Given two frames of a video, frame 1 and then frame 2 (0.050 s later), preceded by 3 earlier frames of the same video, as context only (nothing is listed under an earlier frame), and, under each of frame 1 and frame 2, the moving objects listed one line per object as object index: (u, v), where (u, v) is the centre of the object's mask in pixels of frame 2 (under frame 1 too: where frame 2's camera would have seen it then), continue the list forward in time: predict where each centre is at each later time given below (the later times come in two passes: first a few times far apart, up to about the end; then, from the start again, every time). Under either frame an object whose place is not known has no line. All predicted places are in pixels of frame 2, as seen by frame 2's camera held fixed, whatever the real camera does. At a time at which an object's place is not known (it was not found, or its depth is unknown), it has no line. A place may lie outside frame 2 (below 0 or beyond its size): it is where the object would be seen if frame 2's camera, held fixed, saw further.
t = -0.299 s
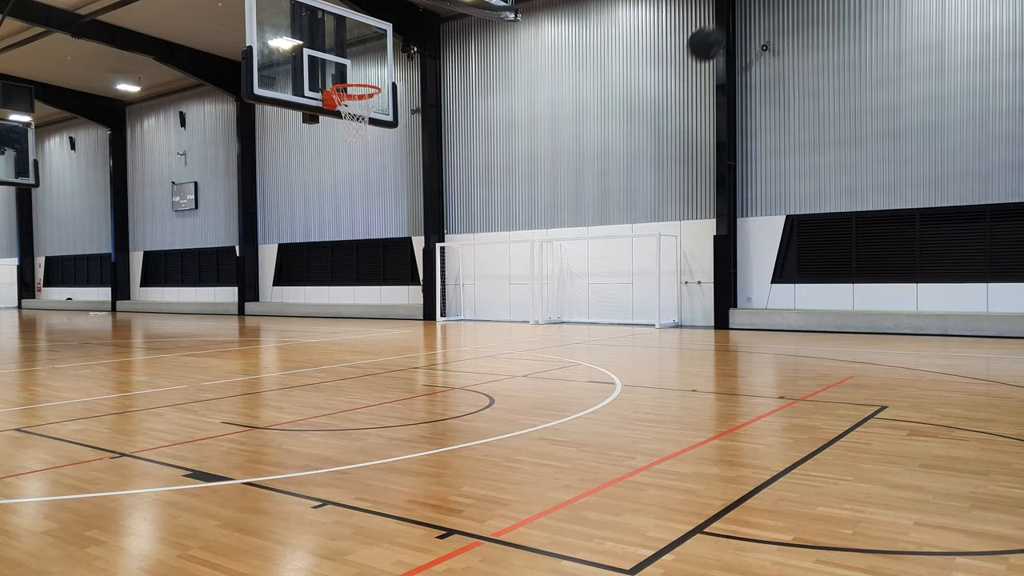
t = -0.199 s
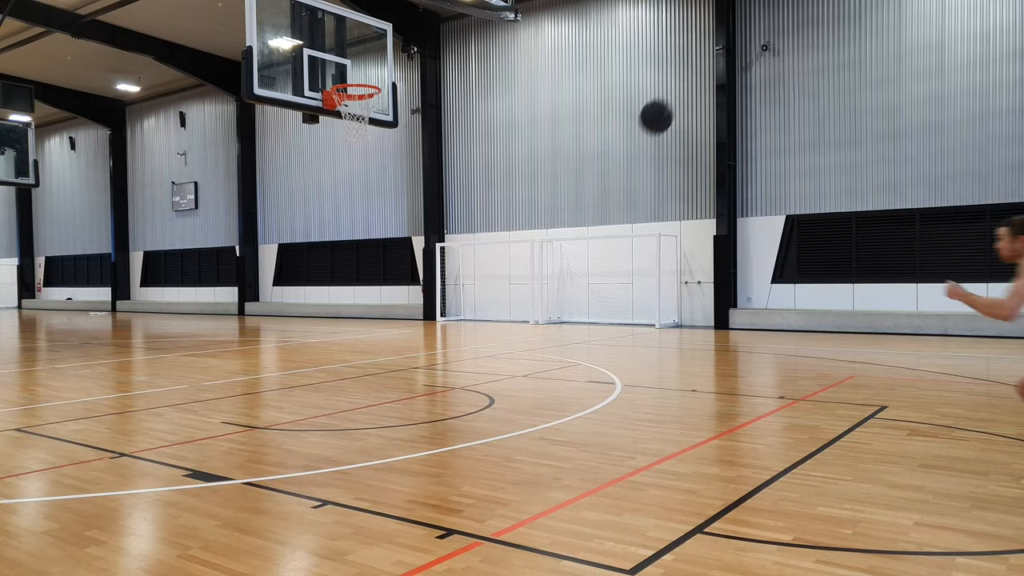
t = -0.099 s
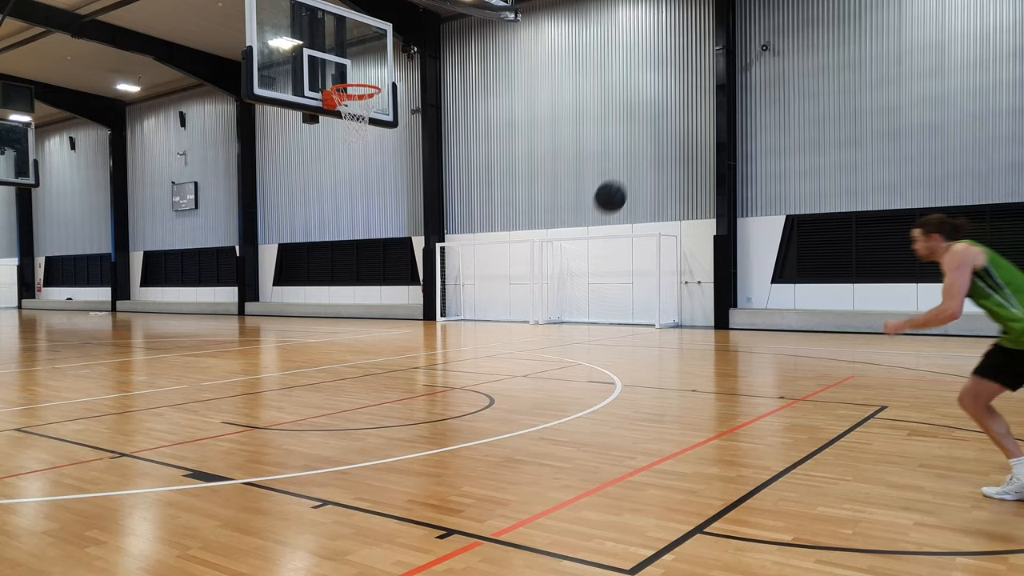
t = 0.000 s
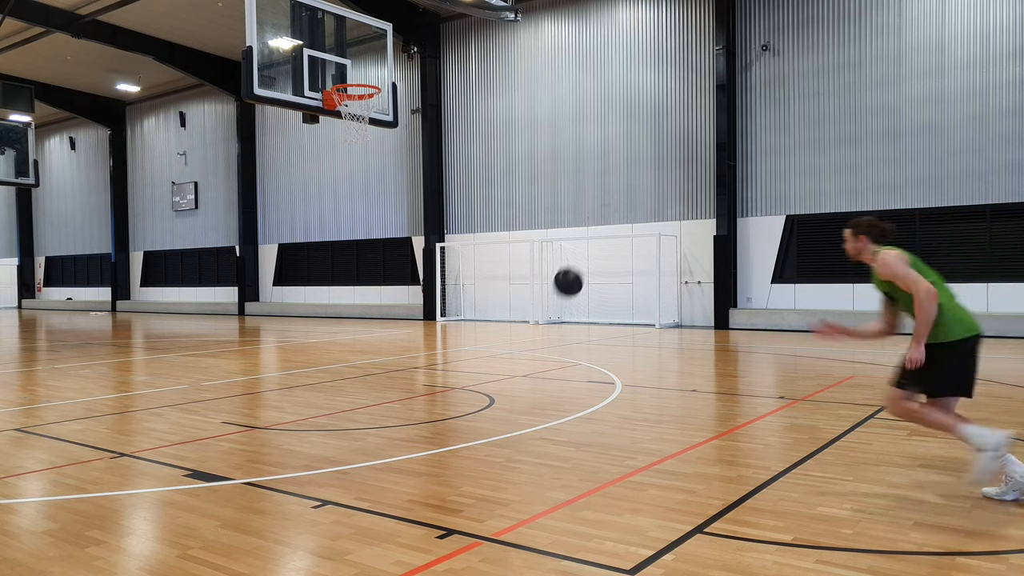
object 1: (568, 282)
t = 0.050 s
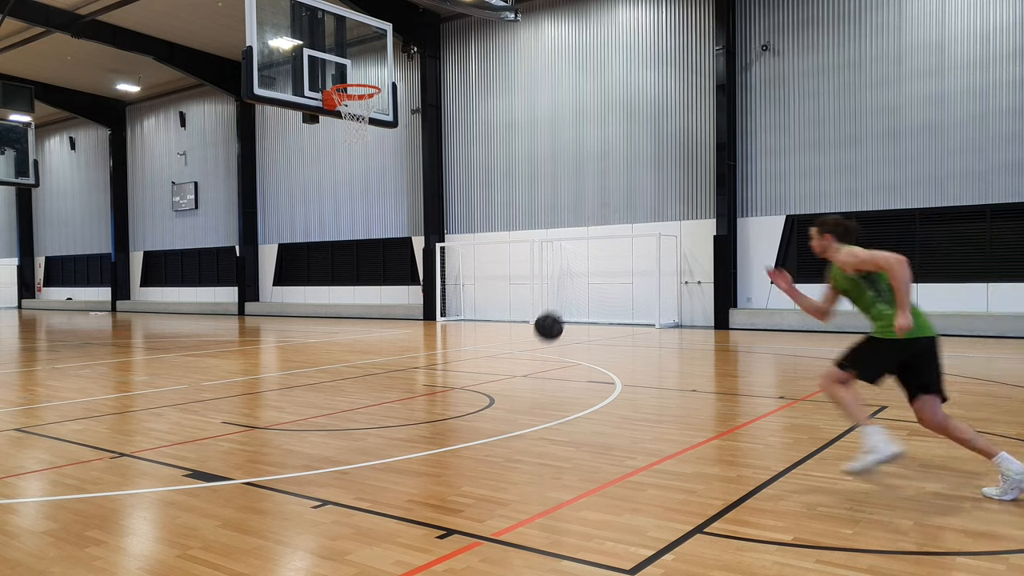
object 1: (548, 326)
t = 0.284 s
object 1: (496, 318)
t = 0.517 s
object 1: (469, 208)
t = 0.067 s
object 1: (542, 342)
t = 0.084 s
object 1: (536, 357)
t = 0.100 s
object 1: (530, 373)
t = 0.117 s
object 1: (523, 389)
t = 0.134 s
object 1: (517, 404)
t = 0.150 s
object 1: (513, 414)
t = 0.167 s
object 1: (511, 401)
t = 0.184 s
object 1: (509, 387)
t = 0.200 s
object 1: (506, 374)
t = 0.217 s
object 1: (504, 362)
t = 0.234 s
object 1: (502, 351)
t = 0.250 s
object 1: (500, 339)
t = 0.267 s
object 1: (498, 329)
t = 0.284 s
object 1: (496, 318)
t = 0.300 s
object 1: (494, 307)
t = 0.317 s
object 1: (492, 298)
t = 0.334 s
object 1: (490, 289)
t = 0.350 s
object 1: (488, 280)
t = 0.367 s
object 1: (486, 271)
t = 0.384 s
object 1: (484, 263)
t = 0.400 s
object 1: (482, 254)
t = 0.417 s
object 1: (480, 247)
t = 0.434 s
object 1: (478, 239)
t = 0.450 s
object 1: (476, 232)
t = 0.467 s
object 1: (474, 226)
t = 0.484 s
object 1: (473, 220)
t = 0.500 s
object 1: (471, 214)
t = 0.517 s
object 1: (469, 208)
